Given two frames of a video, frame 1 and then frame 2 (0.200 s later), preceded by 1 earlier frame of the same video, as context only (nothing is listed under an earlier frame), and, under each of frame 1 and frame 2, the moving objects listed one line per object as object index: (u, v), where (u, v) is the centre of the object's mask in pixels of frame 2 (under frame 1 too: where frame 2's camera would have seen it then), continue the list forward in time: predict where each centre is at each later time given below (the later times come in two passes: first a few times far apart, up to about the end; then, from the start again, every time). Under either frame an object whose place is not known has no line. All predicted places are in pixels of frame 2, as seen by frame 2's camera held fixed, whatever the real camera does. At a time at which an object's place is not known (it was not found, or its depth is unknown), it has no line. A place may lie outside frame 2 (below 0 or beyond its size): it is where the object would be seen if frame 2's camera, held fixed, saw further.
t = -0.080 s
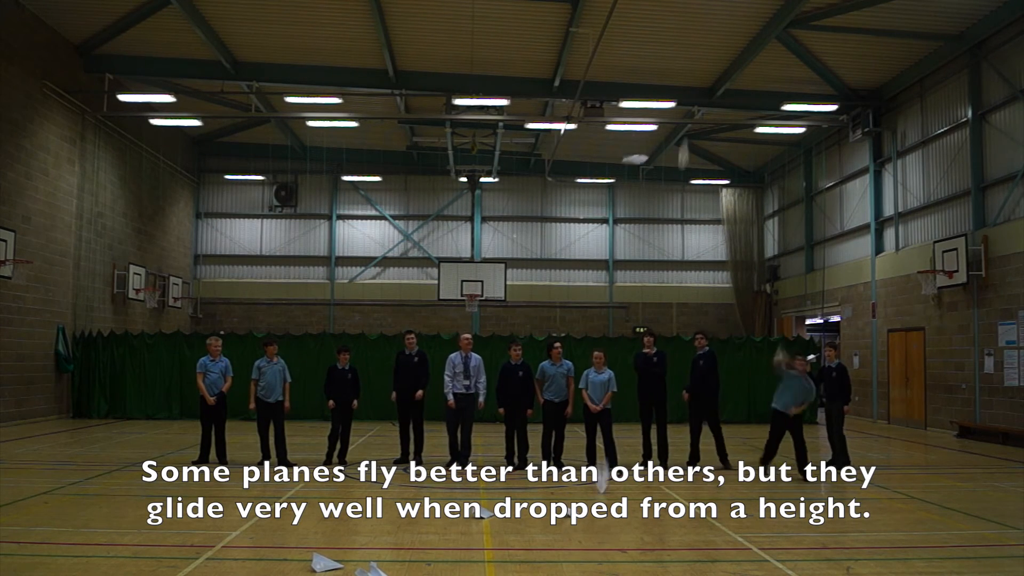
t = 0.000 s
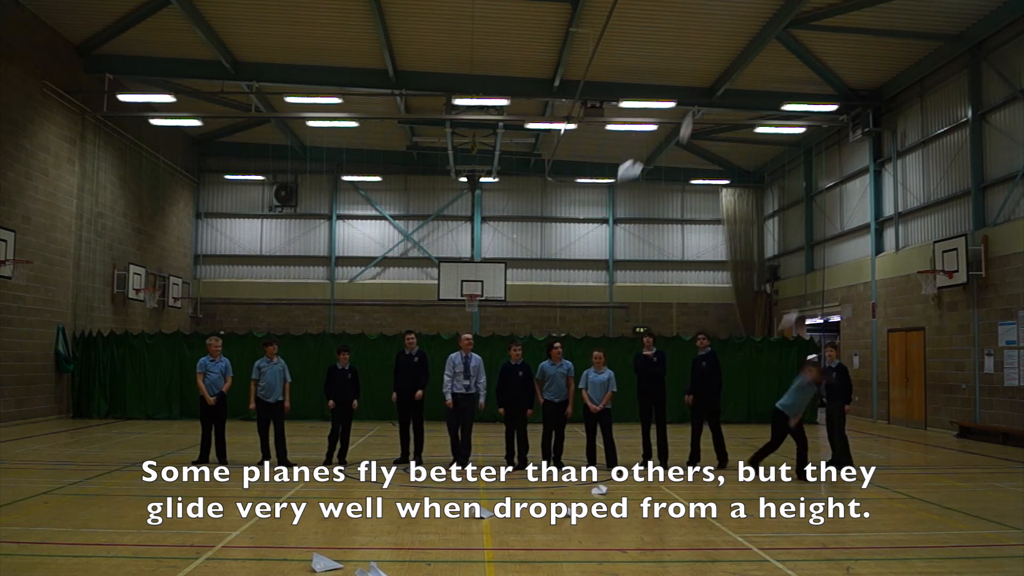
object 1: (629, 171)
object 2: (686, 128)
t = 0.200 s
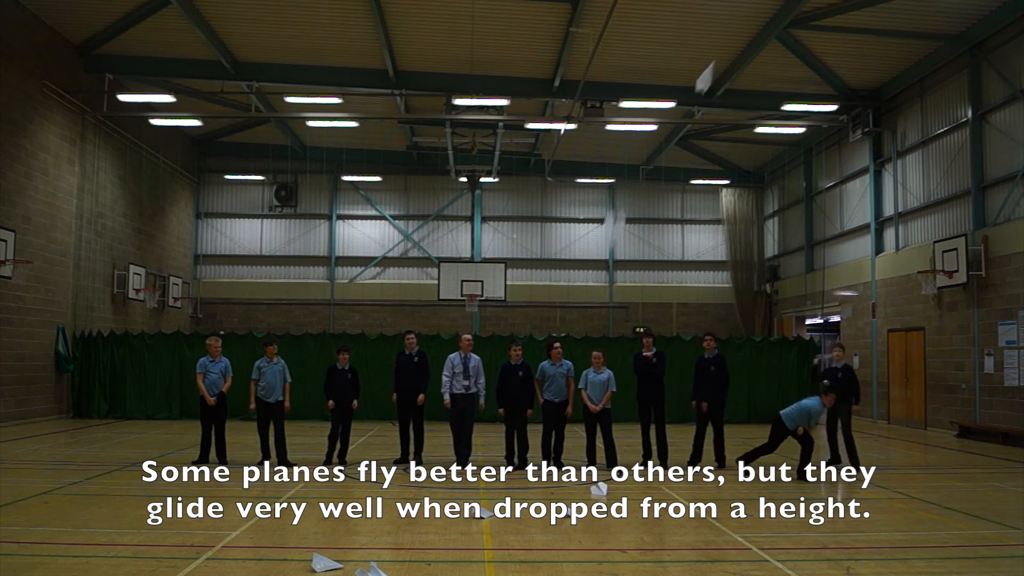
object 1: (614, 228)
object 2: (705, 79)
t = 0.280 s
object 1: (608, 269)
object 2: (712, 71)
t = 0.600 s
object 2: (730, 96)
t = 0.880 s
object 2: (740, 178)
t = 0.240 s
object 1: (609, 250)
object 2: (709, 74)
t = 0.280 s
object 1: (608, 269)
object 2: (712, 71)
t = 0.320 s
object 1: (606, 288)
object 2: (716, 69)
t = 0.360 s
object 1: (604, 308)
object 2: (719, 69)
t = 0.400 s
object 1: (603, 330)
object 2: (722, 70)
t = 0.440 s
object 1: (602, 354)
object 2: (724, 73)
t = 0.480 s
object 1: (601, 381)
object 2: (726, 77)
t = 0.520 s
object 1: (601, 409)
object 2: (727, 82)
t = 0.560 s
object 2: (729, 88)
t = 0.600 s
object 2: (730, 96)
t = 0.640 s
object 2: (732, 105)
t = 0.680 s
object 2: (734, 113)
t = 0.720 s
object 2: (737, 121)
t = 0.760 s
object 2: (740, 132)
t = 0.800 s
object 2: (741, 146)
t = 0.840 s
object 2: (741, 162)
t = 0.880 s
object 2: (740, 178)
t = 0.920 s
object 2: (737, 200)
